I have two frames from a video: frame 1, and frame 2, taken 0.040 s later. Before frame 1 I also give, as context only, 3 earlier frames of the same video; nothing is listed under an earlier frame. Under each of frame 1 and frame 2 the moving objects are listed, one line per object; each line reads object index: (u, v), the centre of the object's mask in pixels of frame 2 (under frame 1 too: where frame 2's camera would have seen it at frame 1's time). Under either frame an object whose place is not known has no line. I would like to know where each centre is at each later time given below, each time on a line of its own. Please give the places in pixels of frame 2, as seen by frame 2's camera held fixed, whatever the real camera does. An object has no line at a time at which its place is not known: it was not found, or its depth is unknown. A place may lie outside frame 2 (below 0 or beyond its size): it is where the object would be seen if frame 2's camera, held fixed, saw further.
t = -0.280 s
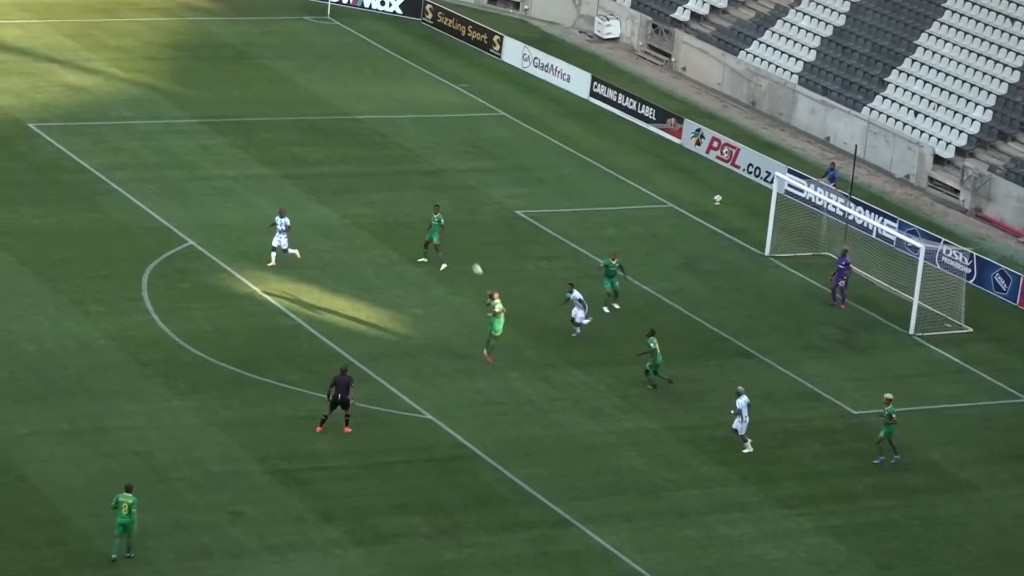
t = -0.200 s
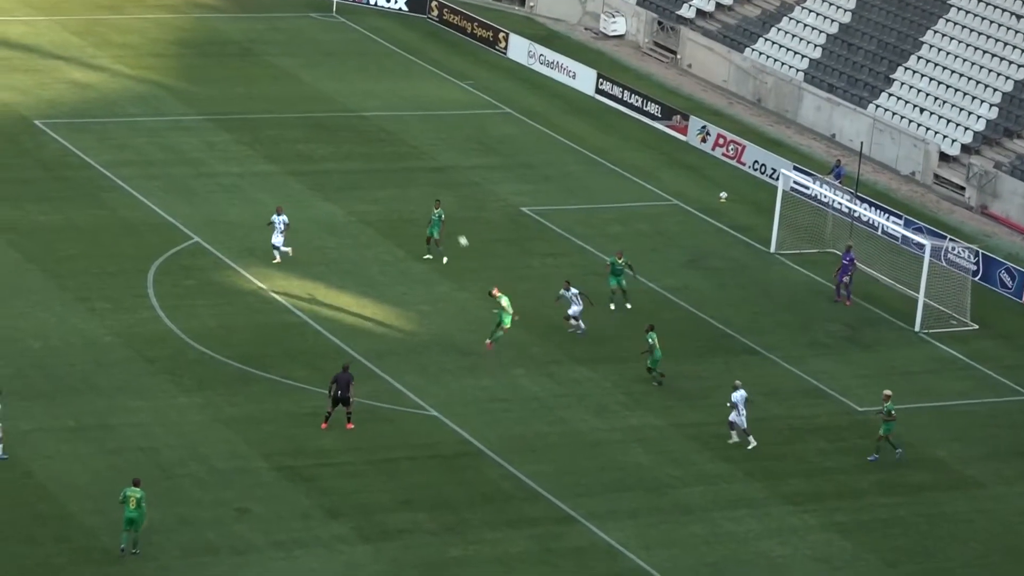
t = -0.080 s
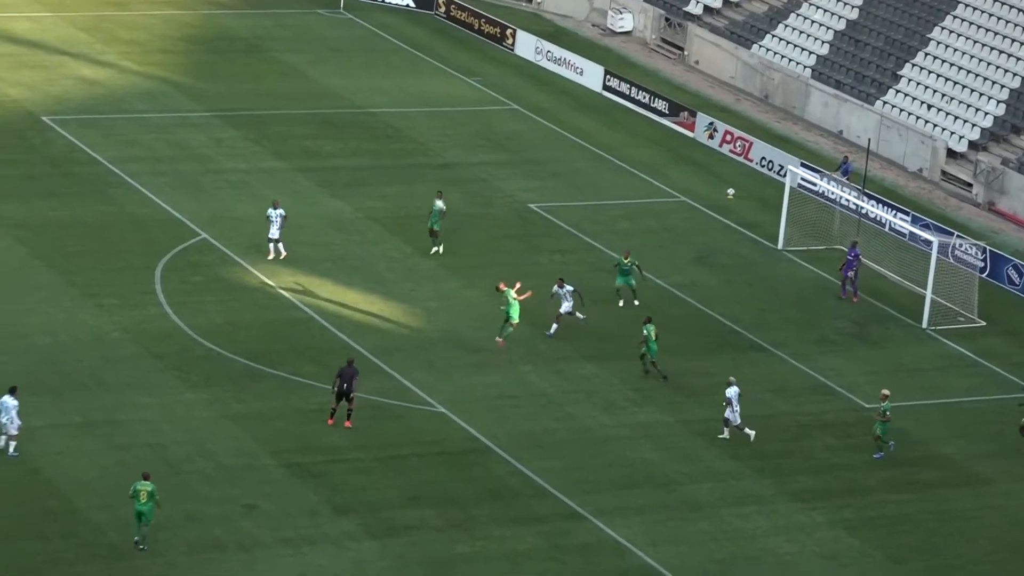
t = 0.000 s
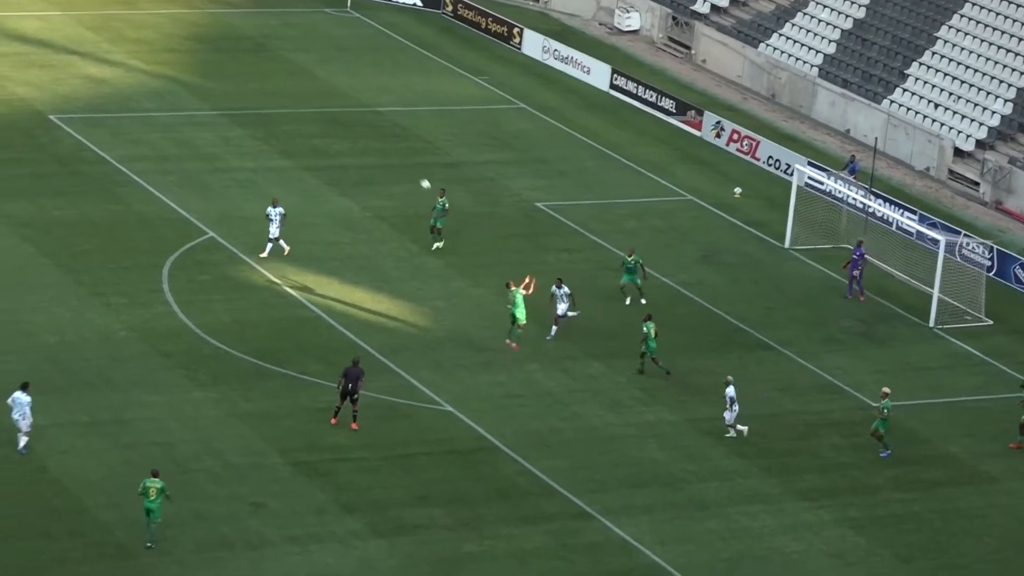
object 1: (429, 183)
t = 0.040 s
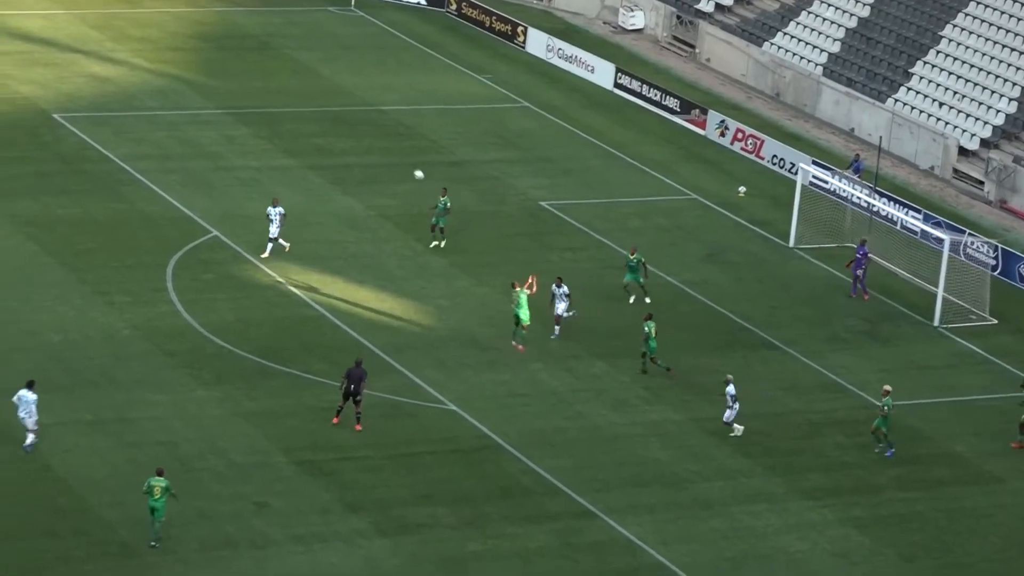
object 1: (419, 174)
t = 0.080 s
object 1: (408, 167)
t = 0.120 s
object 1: (398, 159)
